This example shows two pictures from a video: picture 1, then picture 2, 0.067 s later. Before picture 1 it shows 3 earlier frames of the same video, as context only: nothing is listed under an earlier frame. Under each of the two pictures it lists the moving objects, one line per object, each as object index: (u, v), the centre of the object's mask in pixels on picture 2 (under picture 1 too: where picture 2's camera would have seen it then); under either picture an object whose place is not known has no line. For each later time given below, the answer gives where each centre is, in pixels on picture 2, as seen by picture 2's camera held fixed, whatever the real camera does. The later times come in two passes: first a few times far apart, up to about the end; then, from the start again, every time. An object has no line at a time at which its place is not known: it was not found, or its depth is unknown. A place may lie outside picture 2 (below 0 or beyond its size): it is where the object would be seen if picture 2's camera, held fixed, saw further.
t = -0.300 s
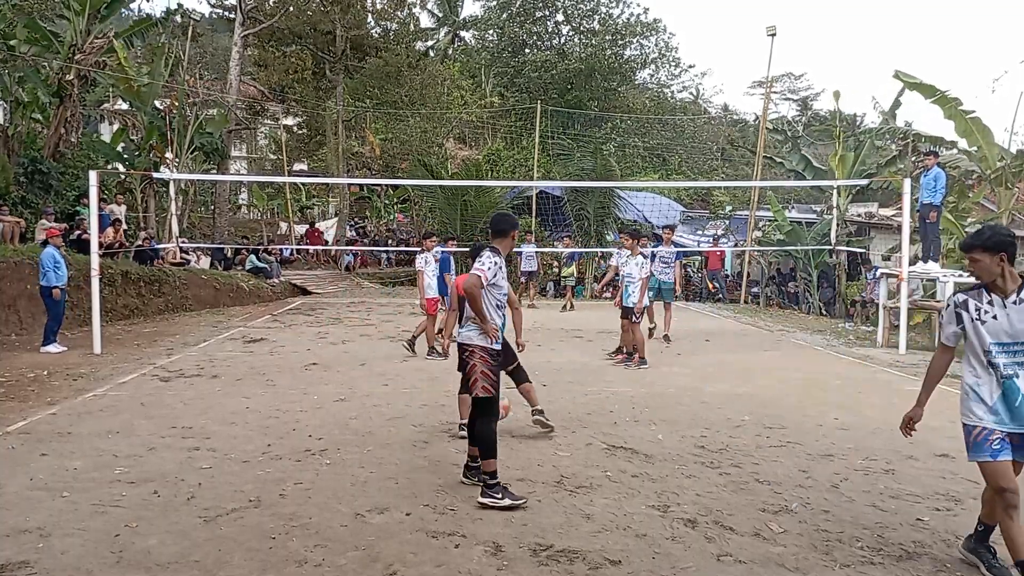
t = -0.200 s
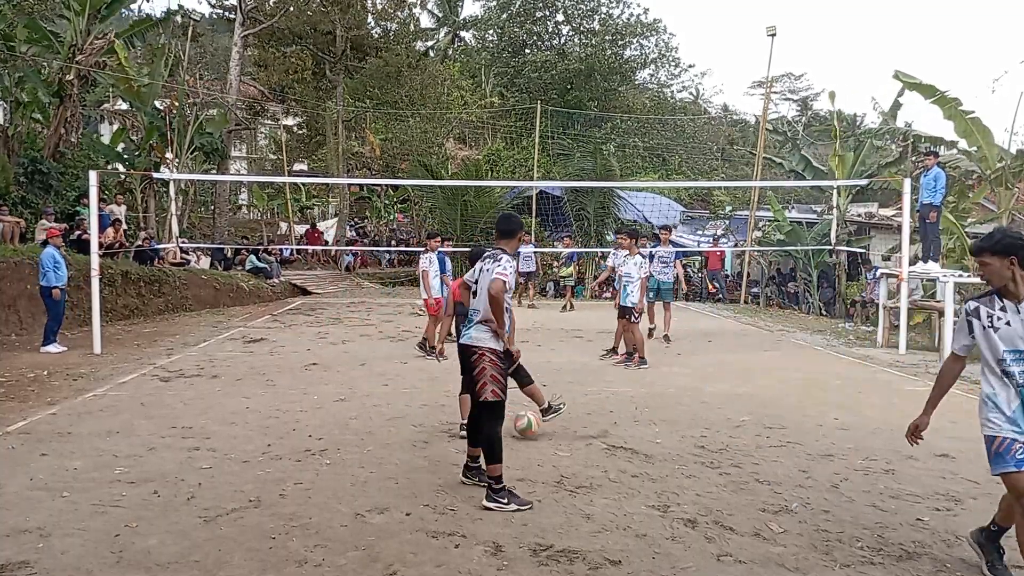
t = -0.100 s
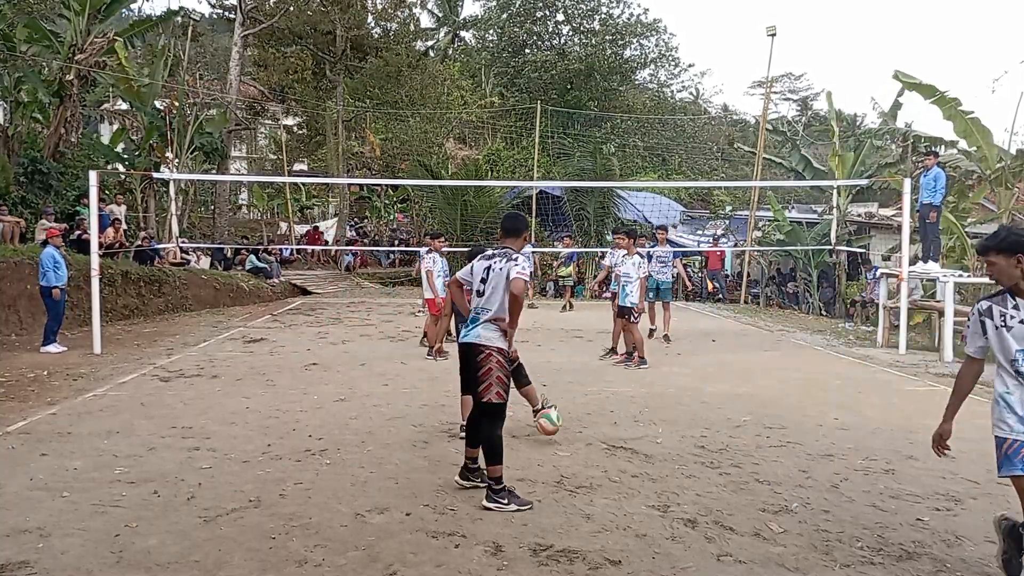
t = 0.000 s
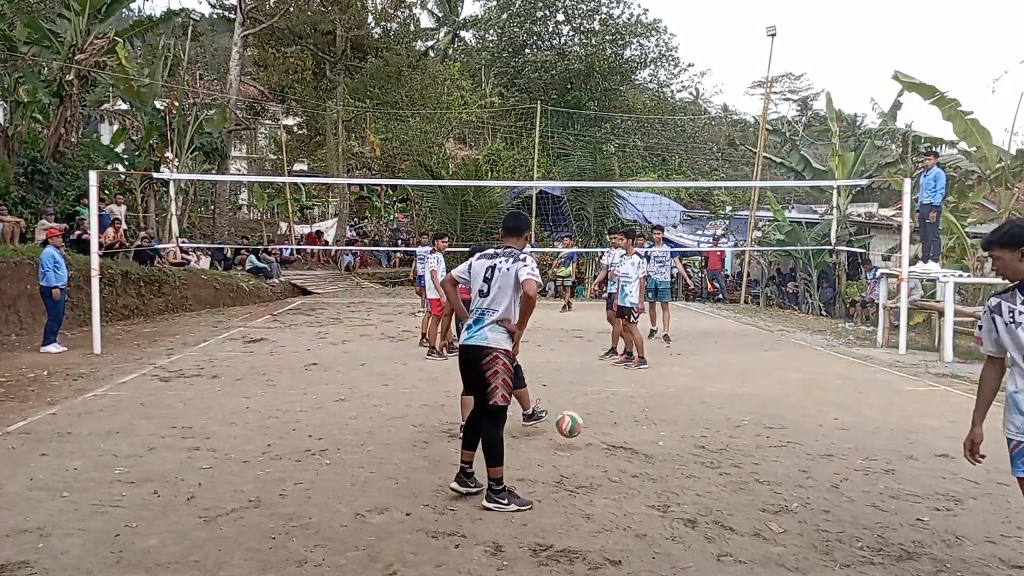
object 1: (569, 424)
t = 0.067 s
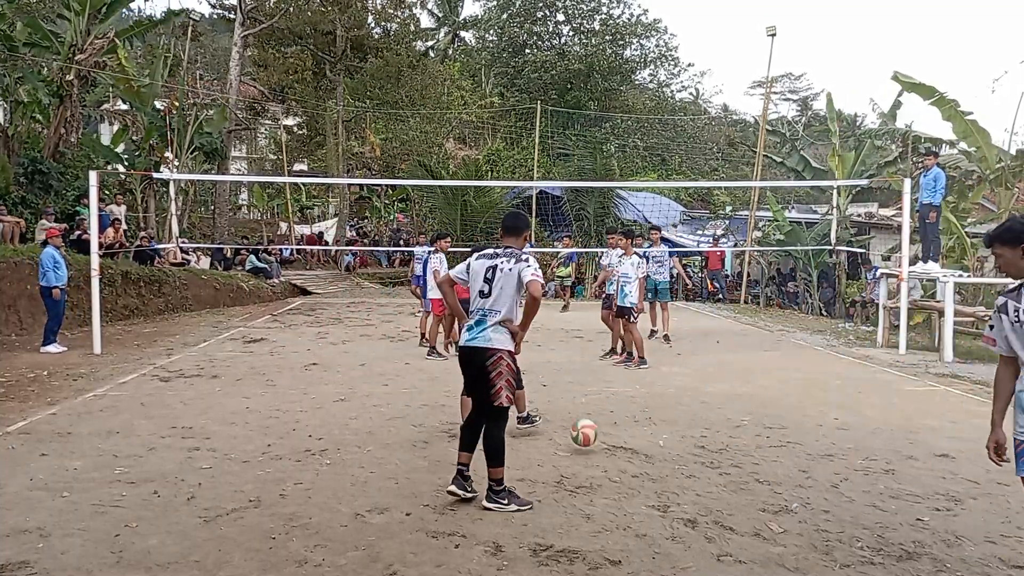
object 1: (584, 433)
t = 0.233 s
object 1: (625, 438)
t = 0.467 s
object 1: (689, 457)
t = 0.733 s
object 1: (771, 477)
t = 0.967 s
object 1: (852, 503)
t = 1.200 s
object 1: (949, 524)
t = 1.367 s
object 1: (1013, 540)
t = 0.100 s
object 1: (591, 439)
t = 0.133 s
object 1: (599, 441)
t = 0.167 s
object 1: (607, 439)
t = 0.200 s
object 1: (616, 437)
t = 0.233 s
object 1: (625, 438)
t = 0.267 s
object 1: (634, 439)
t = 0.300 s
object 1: (642, 442)
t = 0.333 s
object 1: (652, 448)
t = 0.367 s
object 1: (661, 454)
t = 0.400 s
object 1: (671, 460)
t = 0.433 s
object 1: (680, 457)
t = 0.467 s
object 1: (689, 457)
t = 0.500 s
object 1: (698, 458)
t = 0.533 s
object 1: (708, 460)
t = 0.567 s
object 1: (718, 465)
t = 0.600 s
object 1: (728, 471)
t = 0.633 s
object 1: (738, 475)
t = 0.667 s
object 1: (749, 474)
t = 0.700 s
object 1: (760, 474)
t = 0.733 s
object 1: (771, 477)
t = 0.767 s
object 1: (782, 481)
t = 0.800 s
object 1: (792, 486)
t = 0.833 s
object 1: (805, 492)
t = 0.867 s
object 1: (817, 492)
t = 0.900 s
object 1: (829, 494)
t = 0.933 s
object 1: (841, 499)
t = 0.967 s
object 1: (852, 503)
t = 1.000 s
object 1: (865, 505)
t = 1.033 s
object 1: (879, 508)
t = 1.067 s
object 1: (892, 513)
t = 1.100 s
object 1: (906, 514)
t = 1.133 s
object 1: (920, 518)
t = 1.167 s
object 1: (935, 523)
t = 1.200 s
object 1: (949, 524)
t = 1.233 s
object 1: (962, 526)
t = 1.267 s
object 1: (977, 530)
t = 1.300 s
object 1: (992, 535)
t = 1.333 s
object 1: (1005, 537)
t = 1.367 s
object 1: (1013, 540)
